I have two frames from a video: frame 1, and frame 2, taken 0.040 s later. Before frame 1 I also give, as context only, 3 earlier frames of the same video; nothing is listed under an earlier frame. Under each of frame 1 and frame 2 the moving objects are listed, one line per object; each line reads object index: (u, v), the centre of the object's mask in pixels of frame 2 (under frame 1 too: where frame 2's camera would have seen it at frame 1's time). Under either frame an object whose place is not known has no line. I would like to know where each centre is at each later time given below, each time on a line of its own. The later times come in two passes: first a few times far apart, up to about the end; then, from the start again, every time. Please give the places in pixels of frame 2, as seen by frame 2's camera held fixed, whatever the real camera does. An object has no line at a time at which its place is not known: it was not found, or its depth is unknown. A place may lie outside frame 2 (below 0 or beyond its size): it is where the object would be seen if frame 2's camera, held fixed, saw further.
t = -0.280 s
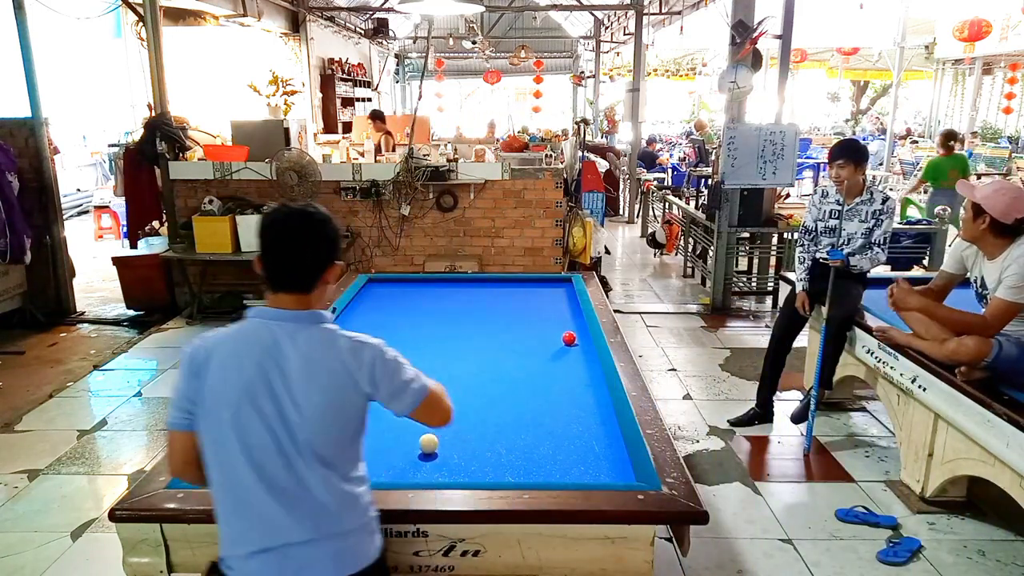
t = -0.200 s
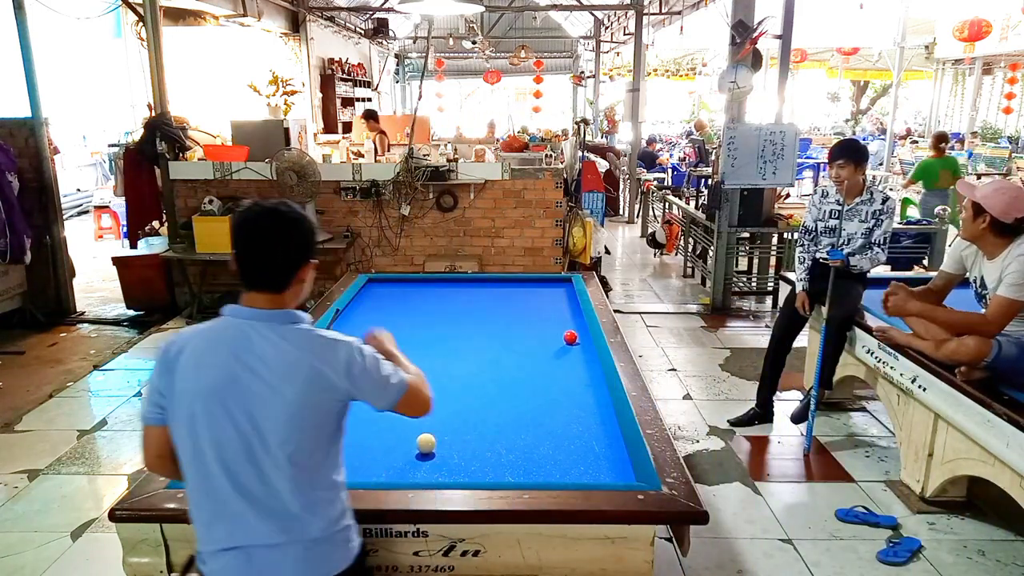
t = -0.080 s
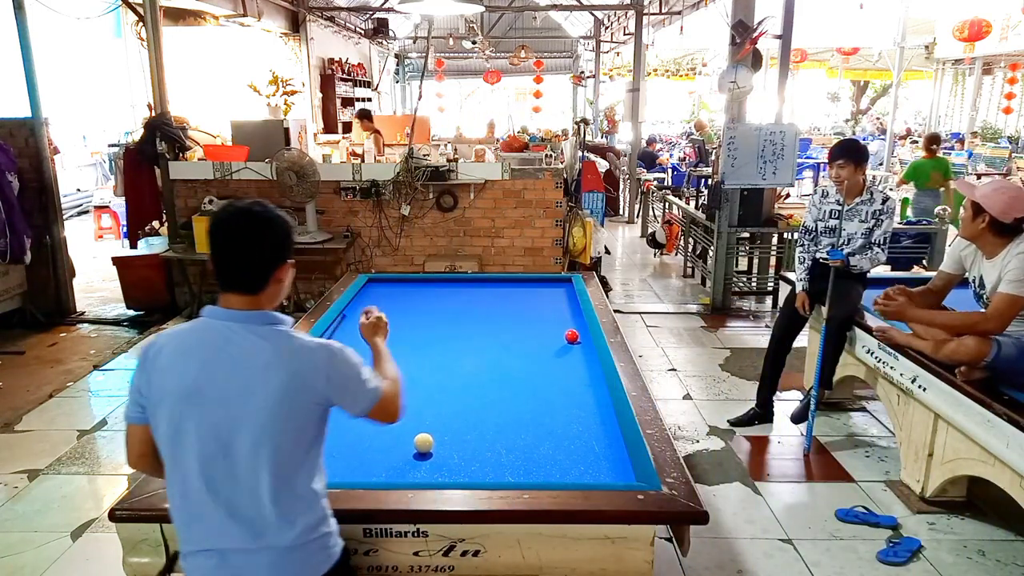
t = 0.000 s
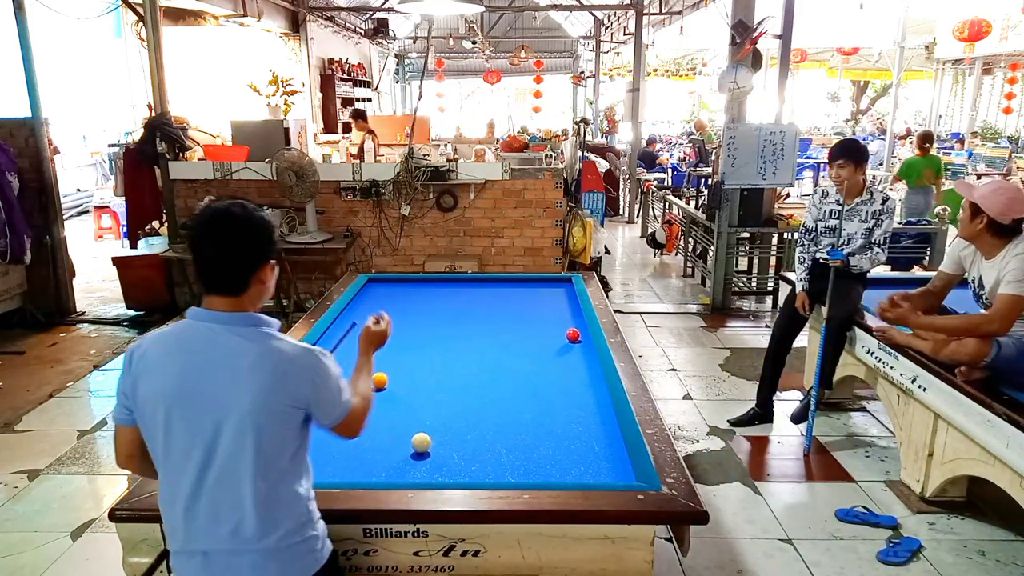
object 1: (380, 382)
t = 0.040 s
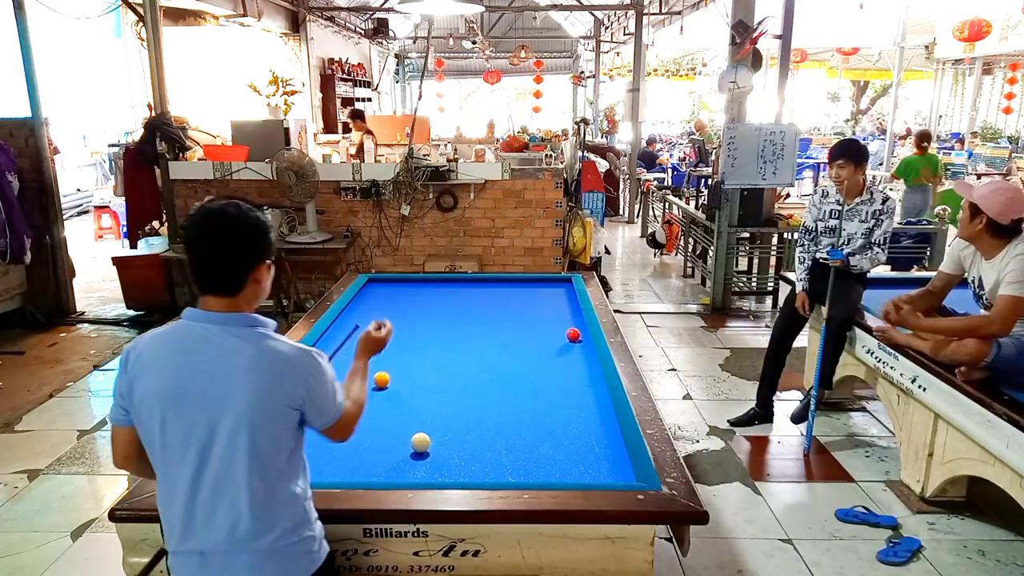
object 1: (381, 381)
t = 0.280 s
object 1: (396, 374)
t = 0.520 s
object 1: (409, 369)
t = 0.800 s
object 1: (423, 363)
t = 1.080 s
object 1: (438, 356)
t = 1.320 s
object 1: (448, 351)
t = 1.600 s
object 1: (459, 347)
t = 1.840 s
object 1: (468, 343)
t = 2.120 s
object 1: (478, 339)
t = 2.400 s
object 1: (488, 334)
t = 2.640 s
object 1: (494, 331)
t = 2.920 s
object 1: (502, 328)
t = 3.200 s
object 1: (508, 325)
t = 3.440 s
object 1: (515, 322)
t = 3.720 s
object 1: (520, 320)
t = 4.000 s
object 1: (526, 317)
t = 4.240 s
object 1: (530, 315)
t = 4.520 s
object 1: (534, 313)
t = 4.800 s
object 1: (539, 311)
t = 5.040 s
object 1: (542, 310)
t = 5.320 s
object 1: (545, 308)
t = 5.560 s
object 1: (548, 308)
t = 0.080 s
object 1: (384, 380)
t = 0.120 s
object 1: (386, 379)
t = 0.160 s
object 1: (388, 378)
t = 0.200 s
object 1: (392, 376)
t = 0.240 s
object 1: (394, 376)
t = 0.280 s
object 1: (396, 374)
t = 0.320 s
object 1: (398, 373)
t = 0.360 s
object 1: (400, 373)
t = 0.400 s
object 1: (403, 371)
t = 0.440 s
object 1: (405, 370)
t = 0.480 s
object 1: (407, 369)
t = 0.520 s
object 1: (409, 369)
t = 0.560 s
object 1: (411, 368)
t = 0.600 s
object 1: (413, 367)
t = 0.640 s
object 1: (416, 365)
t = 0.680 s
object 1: (418, 365)
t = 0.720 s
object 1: (420, 364)
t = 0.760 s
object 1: (421, 363)
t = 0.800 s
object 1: (423, 363)
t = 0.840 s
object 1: (427, 361)
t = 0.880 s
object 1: (428, 360)
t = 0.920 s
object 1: (430, 360)
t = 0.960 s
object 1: (431, 359)
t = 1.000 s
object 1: (433, 358)
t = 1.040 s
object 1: (435, 357)
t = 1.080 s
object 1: (438, 356)
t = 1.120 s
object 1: (439, 355)
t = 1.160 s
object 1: (441, 355)
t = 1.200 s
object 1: (442, 354)
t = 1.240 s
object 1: (444, 353)
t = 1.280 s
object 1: (447, 352)
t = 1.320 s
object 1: (448, 351)
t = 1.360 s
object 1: (450, 351)
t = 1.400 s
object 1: (451, 350)
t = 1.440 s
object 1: (452, 350)
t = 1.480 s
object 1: (454, 349)
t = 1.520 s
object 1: (456, 348)
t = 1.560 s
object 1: (458, 347)
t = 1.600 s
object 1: (459, 347)
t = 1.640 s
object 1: (460, 346)
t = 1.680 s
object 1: (462, 346)
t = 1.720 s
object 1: (465, 344)
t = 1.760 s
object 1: (466, 344)
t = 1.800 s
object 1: (467, 343)
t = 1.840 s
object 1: (468, 343)
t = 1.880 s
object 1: (469, 342)
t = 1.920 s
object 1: (472, 341)
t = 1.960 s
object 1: (473, 341)
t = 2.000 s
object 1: (474, 340)
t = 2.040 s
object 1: (475, 340)
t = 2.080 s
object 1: (477, 339)
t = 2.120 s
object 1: (478, 339)
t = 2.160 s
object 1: (480, 337)
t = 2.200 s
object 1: (481, 337)
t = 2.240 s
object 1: (482, 337)
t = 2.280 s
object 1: (483, 336)
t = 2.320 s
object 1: (484, 336)
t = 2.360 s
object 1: (487, 335)
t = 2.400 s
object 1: (488, 334)
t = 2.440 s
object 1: (488, 334)
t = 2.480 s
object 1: (489, 333)
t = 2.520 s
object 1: (491, 333)
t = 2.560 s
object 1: (492, 332)
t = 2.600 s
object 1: (493, 332)
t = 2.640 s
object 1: (494, 331)
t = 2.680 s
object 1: (495, 331)
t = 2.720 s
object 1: (496, 330)
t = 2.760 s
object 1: (497, 330)
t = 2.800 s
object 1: (499, 329)
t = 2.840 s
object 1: (500, 329)
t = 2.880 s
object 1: (501, 328)
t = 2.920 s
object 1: (502, 328)
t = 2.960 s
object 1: (503, 328)
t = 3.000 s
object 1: (503, 327)
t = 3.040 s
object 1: (505, 326)
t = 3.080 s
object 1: (506, 326)
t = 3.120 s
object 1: (507, 325)
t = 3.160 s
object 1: (508, 325)
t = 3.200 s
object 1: (508, 325)
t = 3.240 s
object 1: (510, 324)
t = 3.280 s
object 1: (511, 324)
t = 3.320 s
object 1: (512, 323)
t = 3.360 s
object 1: (512, 323)
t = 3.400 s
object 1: (513, 323)
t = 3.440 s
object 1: (515, 322)
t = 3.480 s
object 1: (515, 322)
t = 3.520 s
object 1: (516, 321)
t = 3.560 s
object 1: (517, 321)
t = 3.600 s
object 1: (518, 321)
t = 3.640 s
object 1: (518, 320)
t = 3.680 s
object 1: (520, 320)
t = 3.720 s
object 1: (520, 320)
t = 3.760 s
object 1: (521, 319)
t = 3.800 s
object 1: (522, 319)
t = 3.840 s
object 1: (522, 319)
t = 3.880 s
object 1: (523, 318)
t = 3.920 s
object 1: (524, 318)
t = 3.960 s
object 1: (525, 317)
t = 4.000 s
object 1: (526, 317)
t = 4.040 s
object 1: (526, 317)
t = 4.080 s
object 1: (527, 316)
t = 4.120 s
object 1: (528, 316)
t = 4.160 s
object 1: (529, 316)
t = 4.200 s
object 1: (529, 315)
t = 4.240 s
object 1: (530, 315)
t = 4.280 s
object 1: (530, 315)
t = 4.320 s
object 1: (531, 315)
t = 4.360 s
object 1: (532, 314)
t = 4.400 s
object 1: (533, 314)
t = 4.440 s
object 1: (533, 314)
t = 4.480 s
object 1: (534, 314)
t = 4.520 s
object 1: (534, 313)
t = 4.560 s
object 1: (535, 313)
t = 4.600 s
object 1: (536, 313)
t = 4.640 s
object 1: (536, 312)
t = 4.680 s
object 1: (537, 312)
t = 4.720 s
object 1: (537, 312)
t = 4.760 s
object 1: (538, 311)
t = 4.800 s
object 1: (539, 311)
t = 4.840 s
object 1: (539, 311)
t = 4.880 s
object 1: (540, 311)
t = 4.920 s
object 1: (540, 311)
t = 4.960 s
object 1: (541, 310)
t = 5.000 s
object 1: (541, 310)
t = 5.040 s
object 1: (542, 310)
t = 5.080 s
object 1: (542, 310)
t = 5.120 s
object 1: (543, 309)
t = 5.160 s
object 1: (543, 309)
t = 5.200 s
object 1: (544, 309)
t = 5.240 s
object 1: (544, 309)
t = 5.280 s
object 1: (545, 309)
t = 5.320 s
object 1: (545, 308)
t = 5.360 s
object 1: (545, 308)
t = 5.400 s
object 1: (546, 308)
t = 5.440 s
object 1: (547, 308)
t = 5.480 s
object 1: (547, 308)
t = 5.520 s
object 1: (547, 308)
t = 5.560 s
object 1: (548, 308)
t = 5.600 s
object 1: (548, 307)
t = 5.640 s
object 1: (549, 307)
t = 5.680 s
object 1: (549, 307)
